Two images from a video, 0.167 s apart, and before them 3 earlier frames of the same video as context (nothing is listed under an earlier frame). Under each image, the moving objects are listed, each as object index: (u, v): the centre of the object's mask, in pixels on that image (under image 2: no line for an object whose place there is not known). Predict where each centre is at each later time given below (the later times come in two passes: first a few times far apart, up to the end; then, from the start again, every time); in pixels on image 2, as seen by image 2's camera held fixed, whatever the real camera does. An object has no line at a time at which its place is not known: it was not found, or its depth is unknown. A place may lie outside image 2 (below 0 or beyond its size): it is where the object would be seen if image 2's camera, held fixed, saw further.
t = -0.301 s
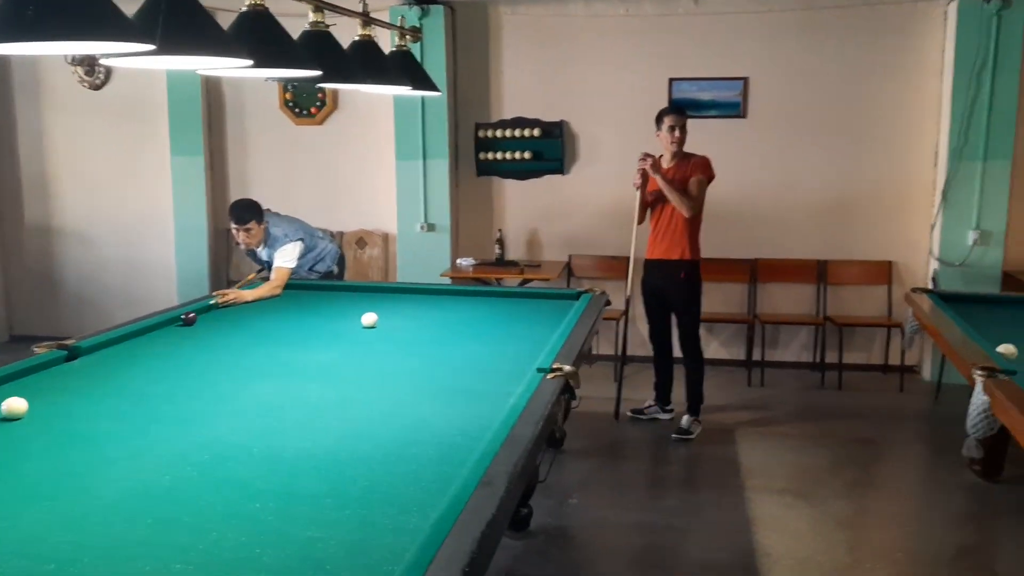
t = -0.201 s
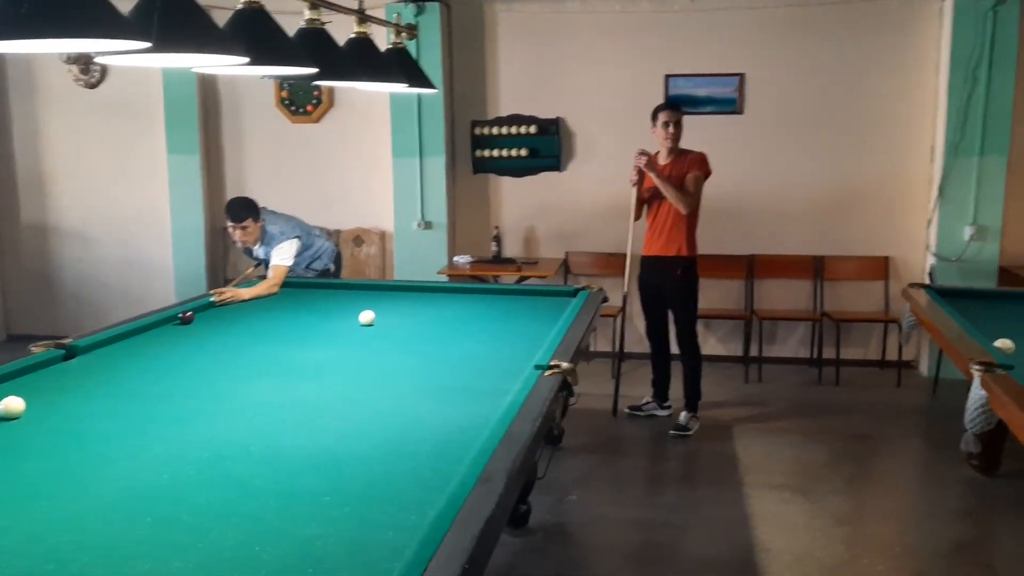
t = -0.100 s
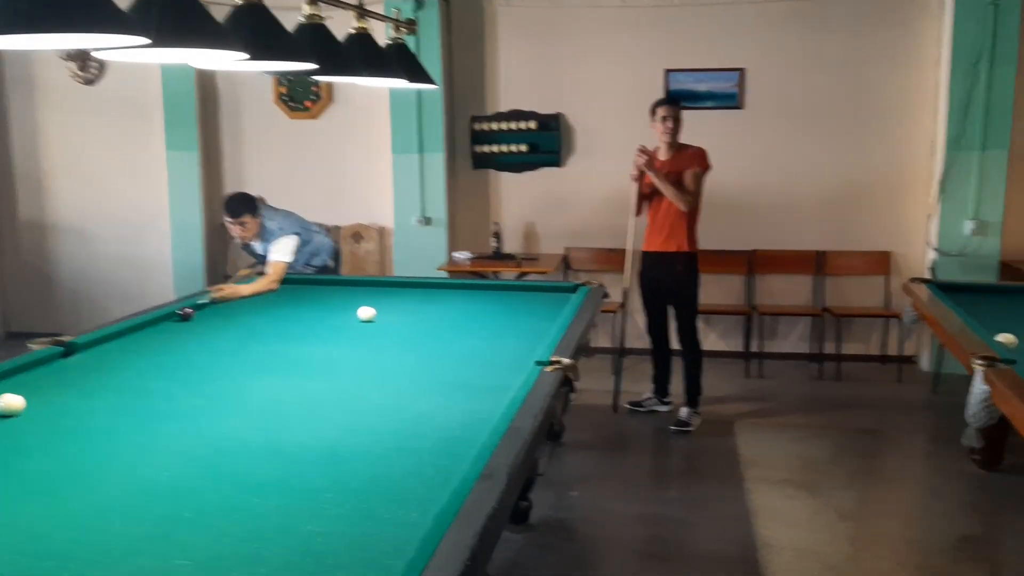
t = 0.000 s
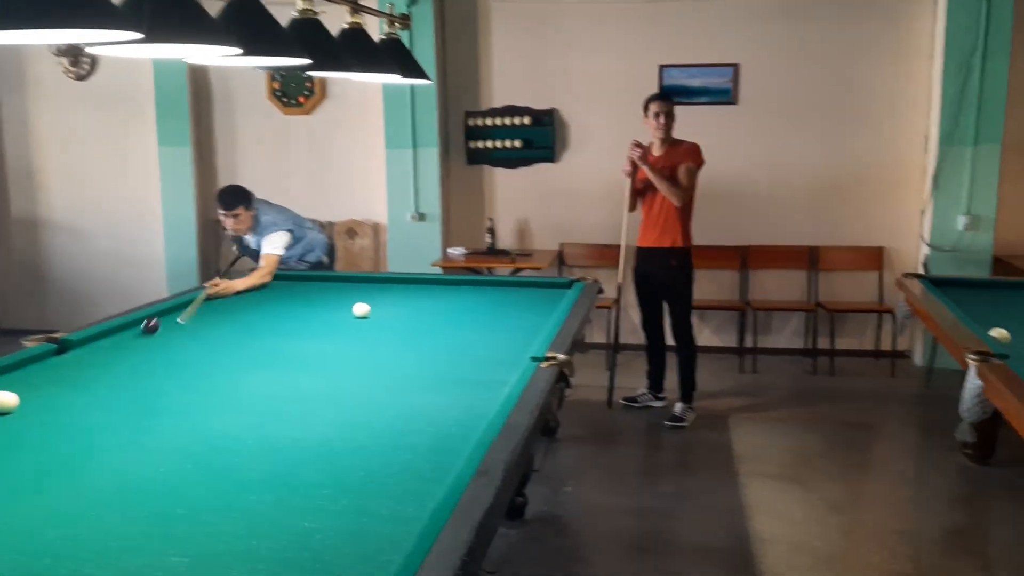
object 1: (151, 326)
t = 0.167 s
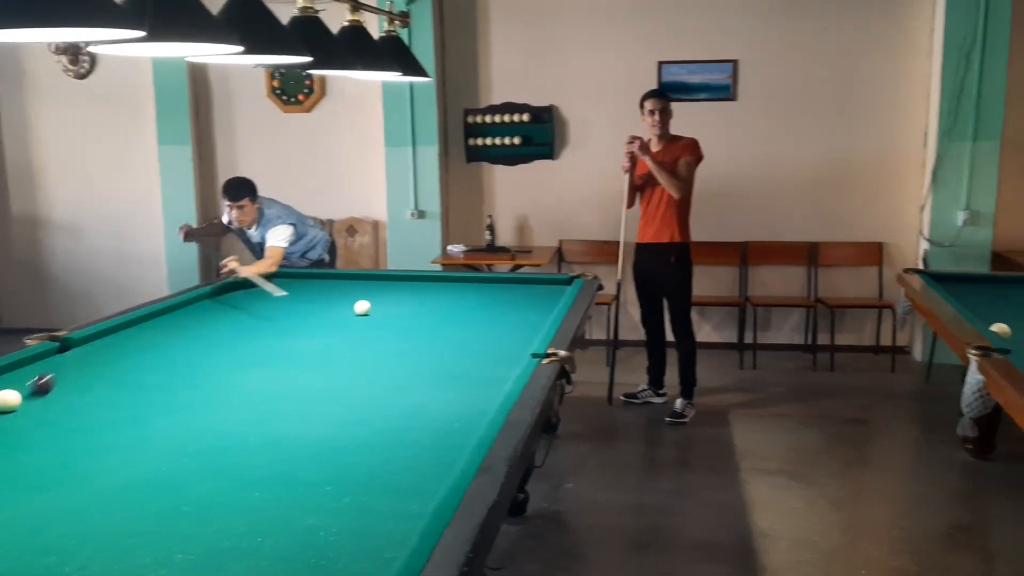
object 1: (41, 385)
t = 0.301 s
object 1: (61, 400)
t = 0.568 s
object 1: (129, 418)
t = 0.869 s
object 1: (212, 441)
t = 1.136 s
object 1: (295, 463)
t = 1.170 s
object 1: (306, 466)
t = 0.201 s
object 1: (28, 395)
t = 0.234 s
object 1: (39, 395)
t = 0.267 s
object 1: (51, 398)
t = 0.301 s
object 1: (61, 400)
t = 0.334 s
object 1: (70, 402)
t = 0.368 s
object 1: (79, 404)
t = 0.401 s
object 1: (87, 407)
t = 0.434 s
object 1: (95, 409)
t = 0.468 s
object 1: (104, 411)
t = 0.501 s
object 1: (112, 413)
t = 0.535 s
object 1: (121, 415)
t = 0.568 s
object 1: (129, 418)
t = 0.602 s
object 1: (138, 420)
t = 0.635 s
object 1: (147, 423)
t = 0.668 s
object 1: (155, 426)
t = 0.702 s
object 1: (165, 428)
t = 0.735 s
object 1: (174, 430)
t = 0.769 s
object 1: (183, 433)
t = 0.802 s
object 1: (193, 435)
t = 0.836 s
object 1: (202, 438)
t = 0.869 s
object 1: (212, 441)
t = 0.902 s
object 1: (222, 443)
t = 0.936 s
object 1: (232, 446)
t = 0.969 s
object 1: (242, 449)
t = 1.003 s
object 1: (253, 452)
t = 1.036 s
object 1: (263, 455)
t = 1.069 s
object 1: (273, 458)
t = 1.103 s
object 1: (284, 461)
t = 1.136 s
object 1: (295, 463)
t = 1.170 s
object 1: (306, 466)
